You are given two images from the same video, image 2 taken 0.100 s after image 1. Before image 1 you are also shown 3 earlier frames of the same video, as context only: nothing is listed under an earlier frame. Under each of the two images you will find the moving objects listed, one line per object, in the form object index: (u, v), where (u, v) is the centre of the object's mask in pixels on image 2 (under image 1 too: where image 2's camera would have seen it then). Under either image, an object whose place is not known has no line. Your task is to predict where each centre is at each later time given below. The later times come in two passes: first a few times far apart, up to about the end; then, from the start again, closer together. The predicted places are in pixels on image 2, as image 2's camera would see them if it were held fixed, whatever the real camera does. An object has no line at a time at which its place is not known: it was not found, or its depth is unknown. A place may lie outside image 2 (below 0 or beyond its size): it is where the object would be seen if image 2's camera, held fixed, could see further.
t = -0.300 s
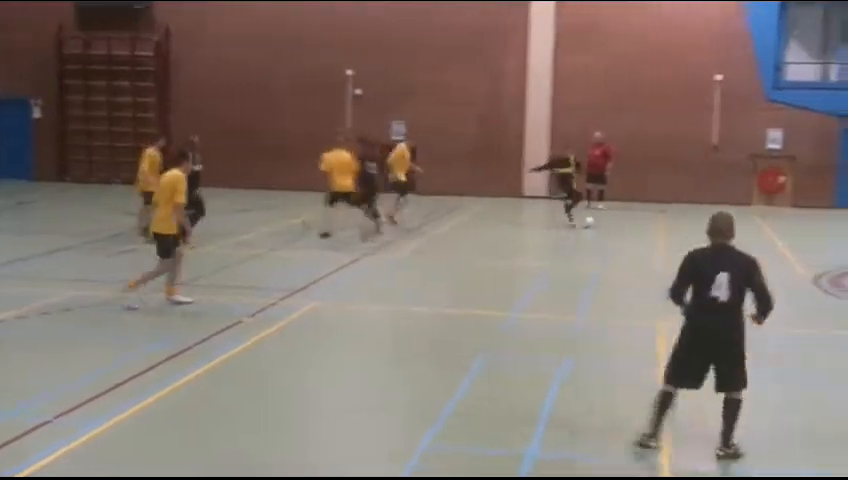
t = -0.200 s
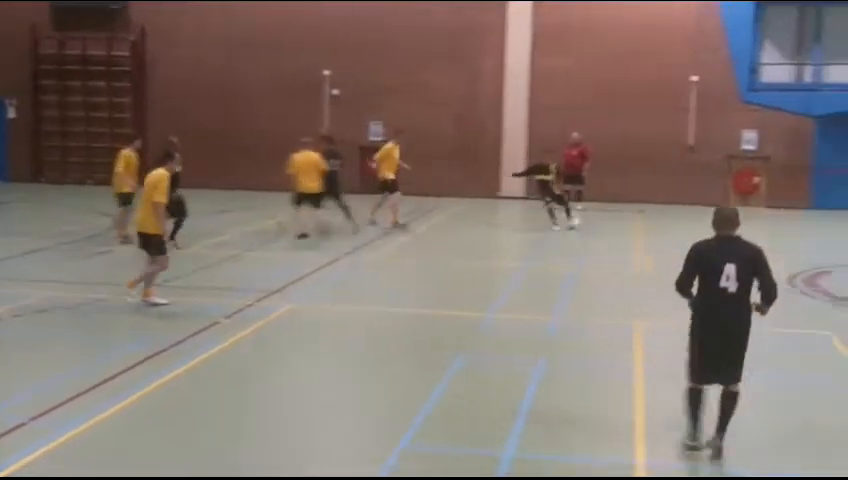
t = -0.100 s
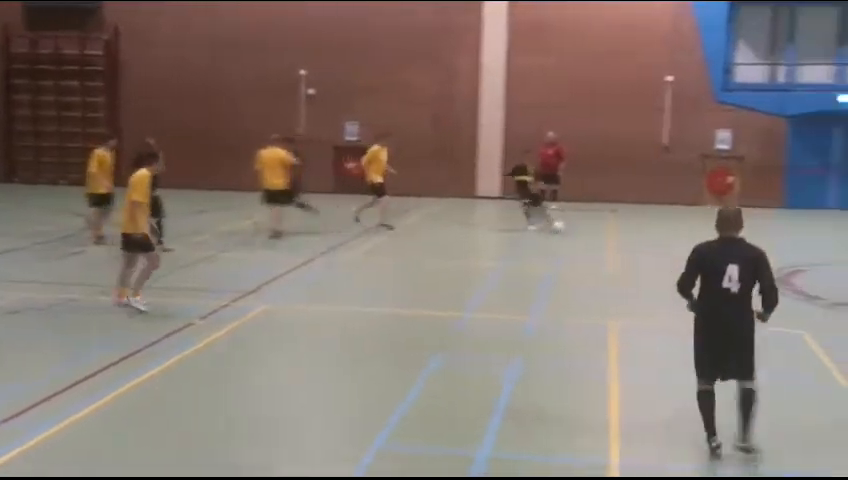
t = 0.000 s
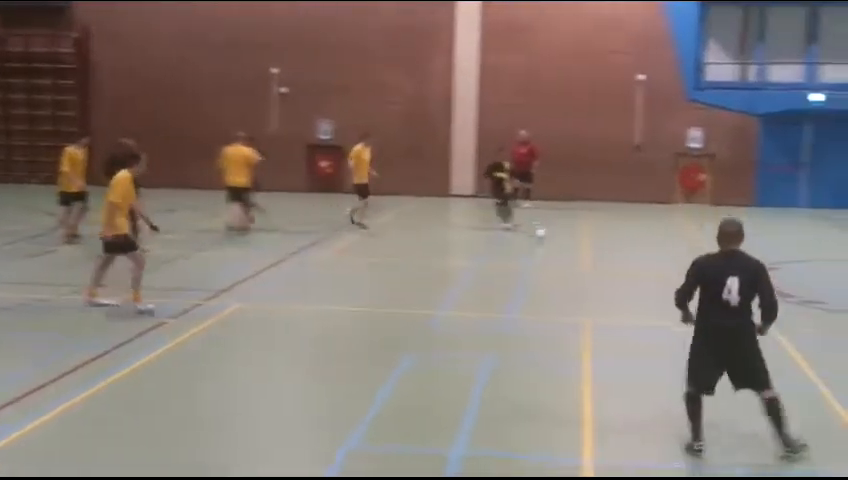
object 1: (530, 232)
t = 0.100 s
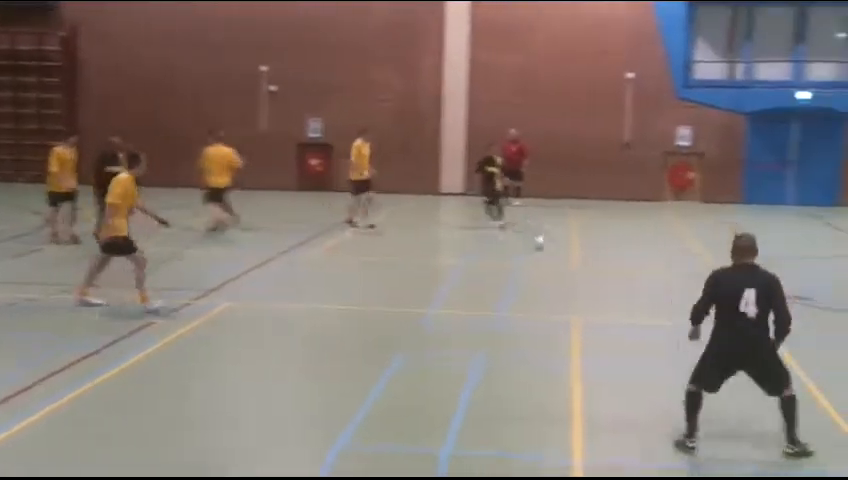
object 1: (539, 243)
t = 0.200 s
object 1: (549, 254)
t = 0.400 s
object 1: (569, 277)
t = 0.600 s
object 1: (594, 300)
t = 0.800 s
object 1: (618, 325)
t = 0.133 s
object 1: (542, 247)
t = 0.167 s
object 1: (546, 250)
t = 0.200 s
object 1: (549, 254)
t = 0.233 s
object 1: (551, 257)
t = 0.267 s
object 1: (556, 261)
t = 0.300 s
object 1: (558, 265)
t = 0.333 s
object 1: (561, 268)
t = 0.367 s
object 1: (564, 272)
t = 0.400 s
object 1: (569, 277)
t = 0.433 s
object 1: (573, 280)
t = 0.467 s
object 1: (577, 283)
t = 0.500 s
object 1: (581, 287)
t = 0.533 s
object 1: (585, 291)
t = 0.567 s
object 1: (589, 295)
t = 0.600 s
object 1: (594, 300)
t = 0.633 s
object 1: (598, 304)
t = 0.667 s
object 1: (603, 311)
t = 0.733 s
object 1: (614, 321)
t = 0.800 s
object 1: (618, 325)
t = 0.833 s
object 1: (625, 330)
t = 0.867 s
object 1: (630, 336)
